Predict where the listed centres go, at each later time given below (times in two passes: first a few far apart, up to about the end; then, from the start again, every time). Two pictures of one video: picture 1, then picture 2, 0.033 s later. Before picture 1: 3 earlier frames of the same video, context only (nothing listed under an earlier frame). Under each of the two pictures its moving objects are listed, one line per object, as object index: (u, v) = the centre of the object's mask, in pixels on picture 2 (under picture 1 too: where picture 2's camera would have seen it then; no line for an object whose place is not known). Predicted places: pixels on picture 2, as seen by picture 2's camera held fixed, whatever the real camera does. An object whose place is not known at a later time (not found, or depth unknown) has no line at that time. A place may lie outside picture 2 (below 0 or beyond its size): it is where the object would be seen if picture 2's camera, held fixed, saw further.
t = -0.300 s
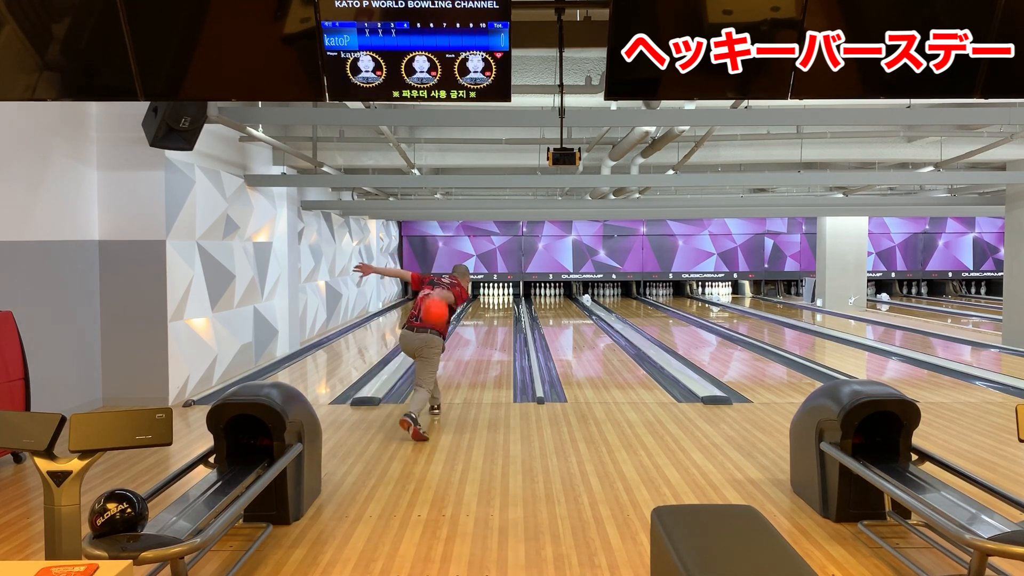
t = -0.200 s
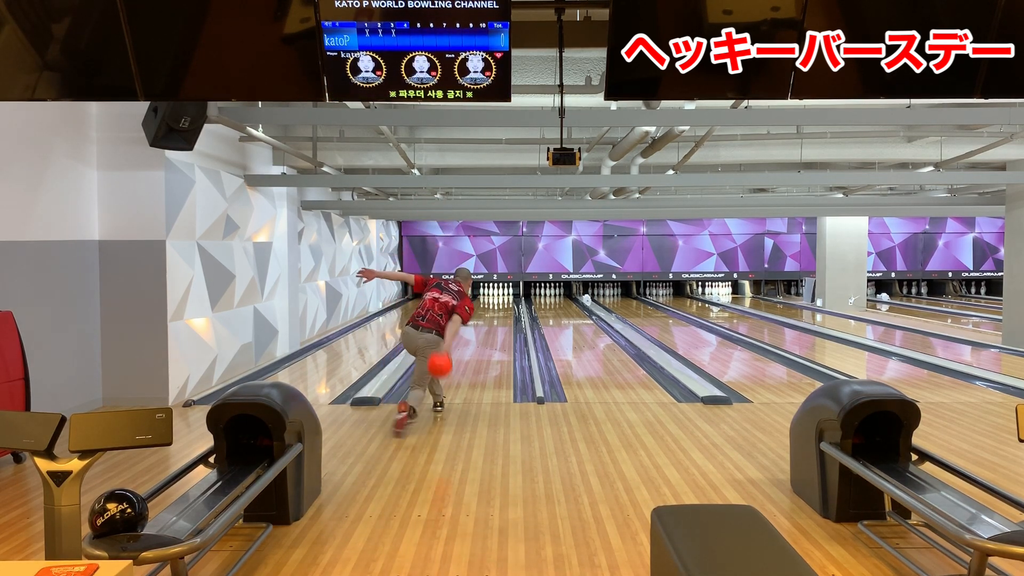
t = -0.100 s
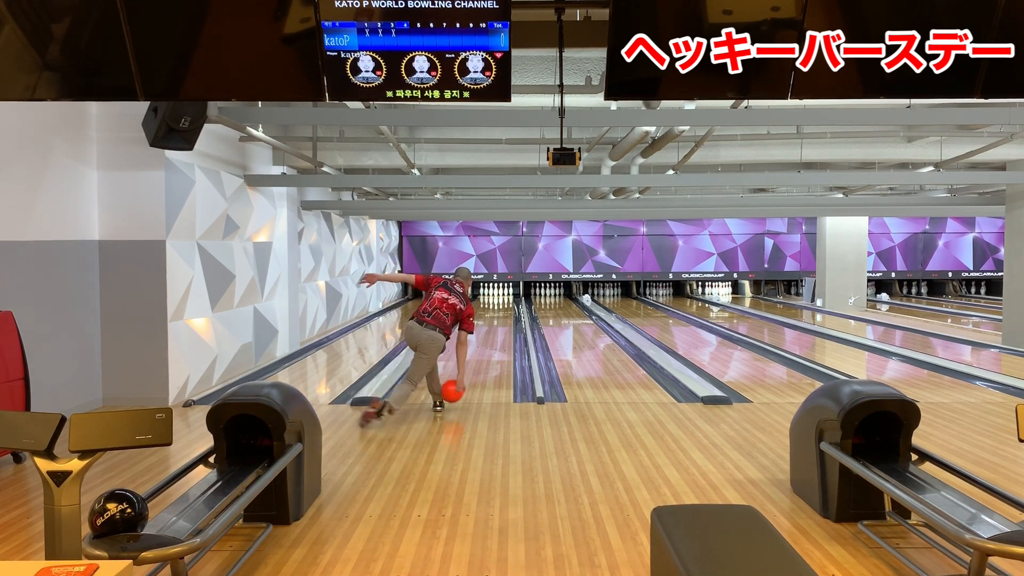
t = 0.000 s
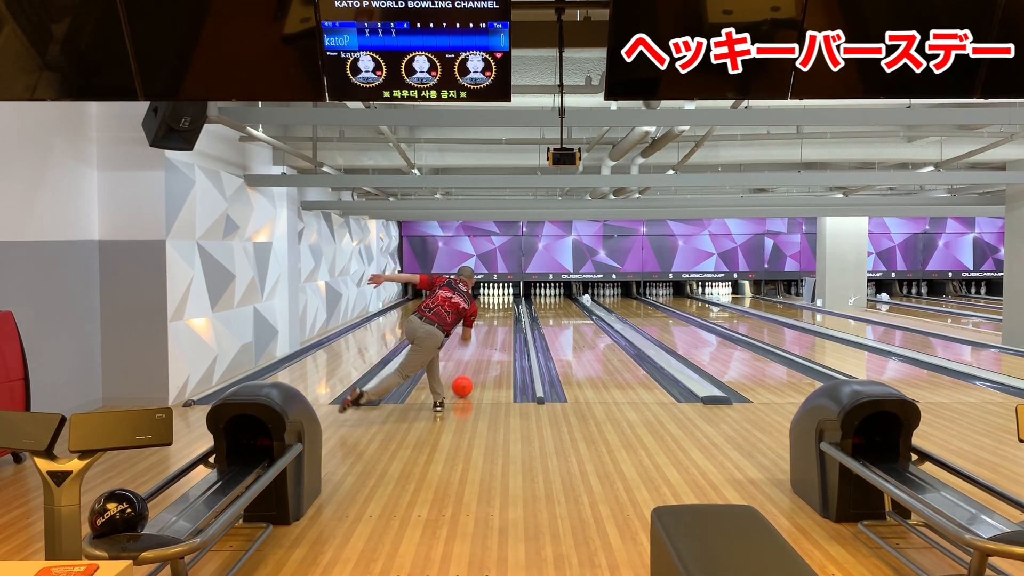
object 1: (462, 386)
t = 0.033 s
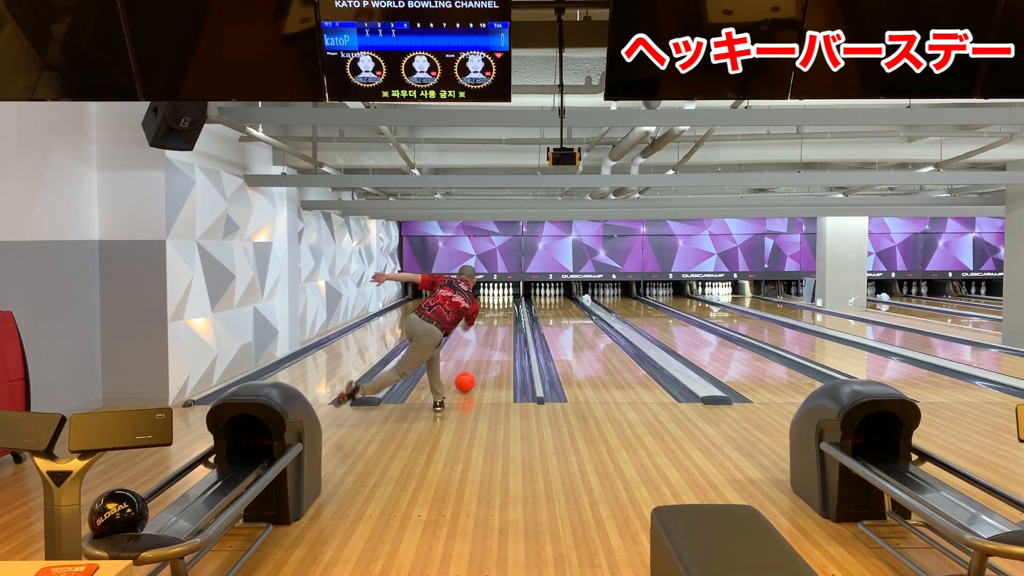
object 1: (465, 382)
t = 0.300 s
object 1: (480, 357)
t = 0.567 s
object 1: (491, 340)
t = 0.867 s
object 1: (498, 326)
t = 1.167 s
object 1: (502, 315)
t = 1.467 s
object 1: (503, 308)
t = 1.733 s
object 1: (503, 303)
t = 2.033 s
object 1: (501, 298)
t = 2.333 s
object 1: (496, 294)
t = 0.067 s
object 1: (467, 378)
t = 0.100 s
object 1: (469, 375)
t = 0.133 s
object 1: (472, 372)
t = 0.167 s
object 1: (473, 368)
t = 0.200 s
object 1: (475, 365)
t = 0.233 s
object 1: (477, 362)
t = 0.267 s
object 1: (479, 359)
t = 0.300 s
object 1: (480, 357)
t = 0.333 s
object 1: (482, 354)
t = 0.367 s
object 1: (483, 352)
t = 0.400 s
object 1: (485, 349)
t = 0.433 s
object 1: (486, 347)
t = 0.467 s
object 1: (487, 345)
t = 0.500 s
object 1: (488, 343)
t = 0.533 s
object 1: (490, 341)
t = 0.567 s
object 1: (491, 340)
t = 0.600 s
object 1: (491, 338)
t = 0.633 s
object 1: (492, 336)
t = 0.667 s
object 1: (493, 334)
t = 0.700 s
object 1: (494, 333)
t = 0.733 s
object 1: (495, 331)
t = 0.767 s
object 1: (496, 330)
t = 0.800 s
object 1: (497, 328)
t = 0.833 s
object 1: (497, 327)
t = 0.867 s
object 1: (498, 326)
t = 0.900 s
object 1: (499, 324)
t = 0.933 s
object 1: (499, 323)
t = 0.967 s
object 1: (500, 322)
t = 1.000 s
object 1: (500, 321)
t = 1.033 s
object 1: (501, 320)
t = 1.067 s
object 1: (501, 318)
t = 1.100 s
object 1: (502, 317)
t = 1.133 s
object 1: (502, 316)
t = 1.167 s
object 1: (502, 315)
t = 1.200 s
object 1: (502, 315)
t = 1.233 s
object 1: (503, 314)
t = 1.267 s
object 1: (503, 313)
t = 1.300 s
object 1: (503, 312)
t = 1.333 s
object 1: (503, 311)
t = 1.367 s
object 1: (503, 311)
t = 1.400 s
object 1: (503, 309)
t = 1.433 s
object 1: (503, 309)
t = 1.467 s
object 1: (503, 308)
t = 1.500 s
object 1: (504, 308)
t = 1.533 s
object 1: (503, 307)
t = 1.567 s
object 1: (503, 306)
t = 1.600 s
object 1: (503, 306)
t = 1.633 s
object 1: (503, 305)
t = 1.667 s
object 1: (503, 304)
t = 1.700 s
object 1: (503, 304)
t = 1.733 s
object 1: (503, 303)
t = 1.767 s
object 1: (503, 303)
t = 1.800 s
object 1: (503, 302)
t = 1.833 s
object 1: (502, 301)
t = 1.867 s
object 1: (502, 301)
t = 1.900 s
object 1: (502, 300)
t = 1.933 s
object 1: (501, 300)
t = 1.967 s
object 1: (501, 299)
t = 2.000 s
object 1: (501, 299)
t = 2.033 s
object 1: (501, 298)
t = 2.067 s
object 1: (501, 298)
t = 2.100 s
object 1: (500, 297)
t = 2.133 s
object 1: (500, 297)
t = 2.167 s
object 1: (500, 296)
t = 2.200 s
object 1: (499, 296)
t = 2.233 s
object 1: (498, 295)
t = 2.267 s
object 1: (497, 295)
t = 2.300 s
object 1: (497, 294)
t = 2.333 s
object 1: (496, 294)
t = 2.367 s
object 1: (496, 294)
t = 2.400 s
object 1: (495, 293)
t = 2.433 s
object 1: (495, 293)
